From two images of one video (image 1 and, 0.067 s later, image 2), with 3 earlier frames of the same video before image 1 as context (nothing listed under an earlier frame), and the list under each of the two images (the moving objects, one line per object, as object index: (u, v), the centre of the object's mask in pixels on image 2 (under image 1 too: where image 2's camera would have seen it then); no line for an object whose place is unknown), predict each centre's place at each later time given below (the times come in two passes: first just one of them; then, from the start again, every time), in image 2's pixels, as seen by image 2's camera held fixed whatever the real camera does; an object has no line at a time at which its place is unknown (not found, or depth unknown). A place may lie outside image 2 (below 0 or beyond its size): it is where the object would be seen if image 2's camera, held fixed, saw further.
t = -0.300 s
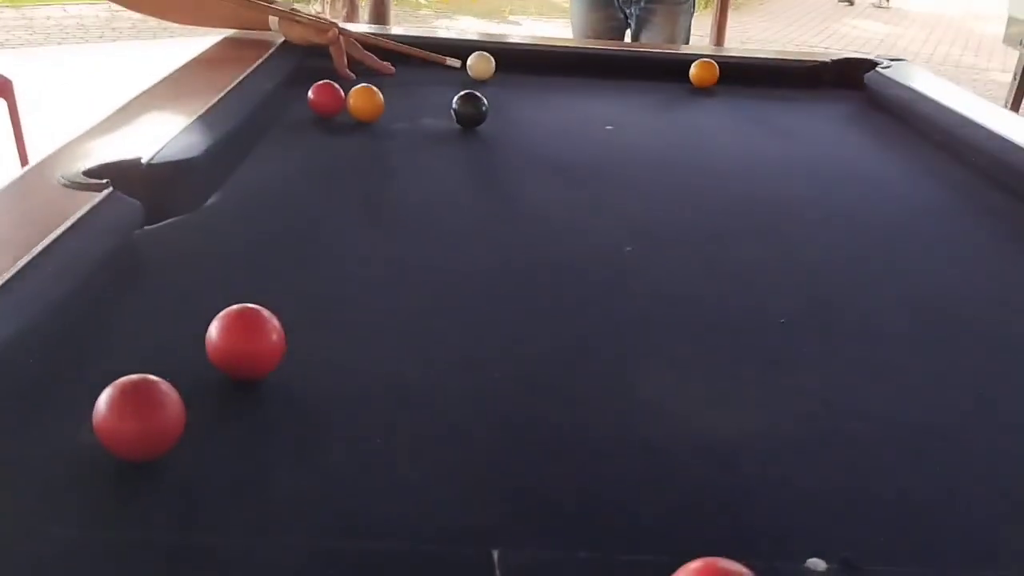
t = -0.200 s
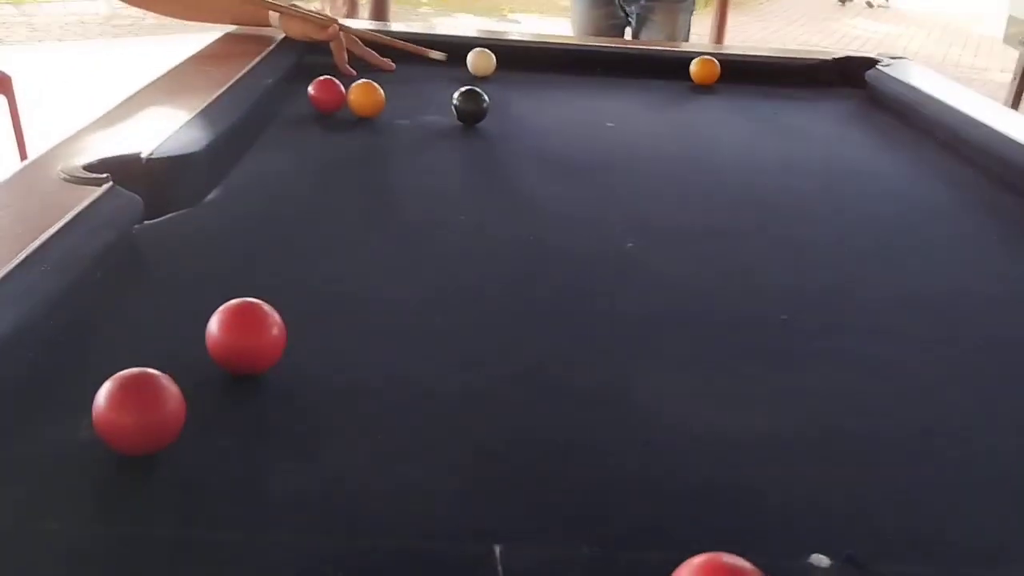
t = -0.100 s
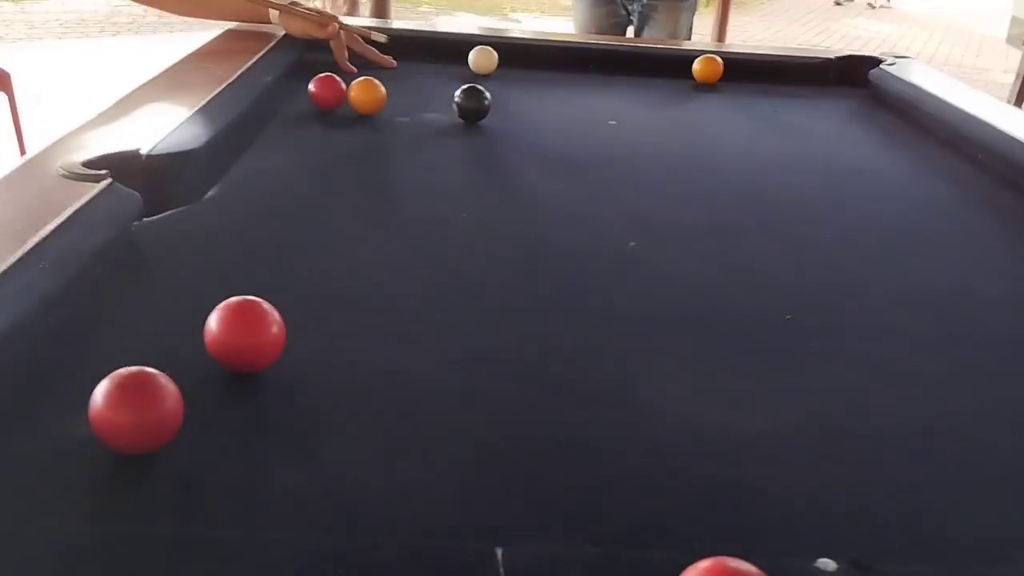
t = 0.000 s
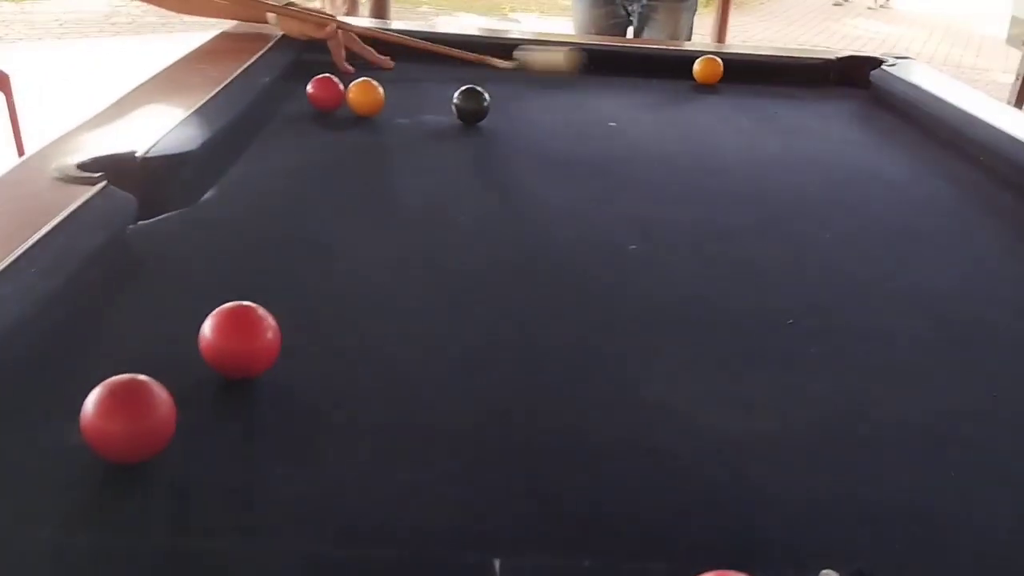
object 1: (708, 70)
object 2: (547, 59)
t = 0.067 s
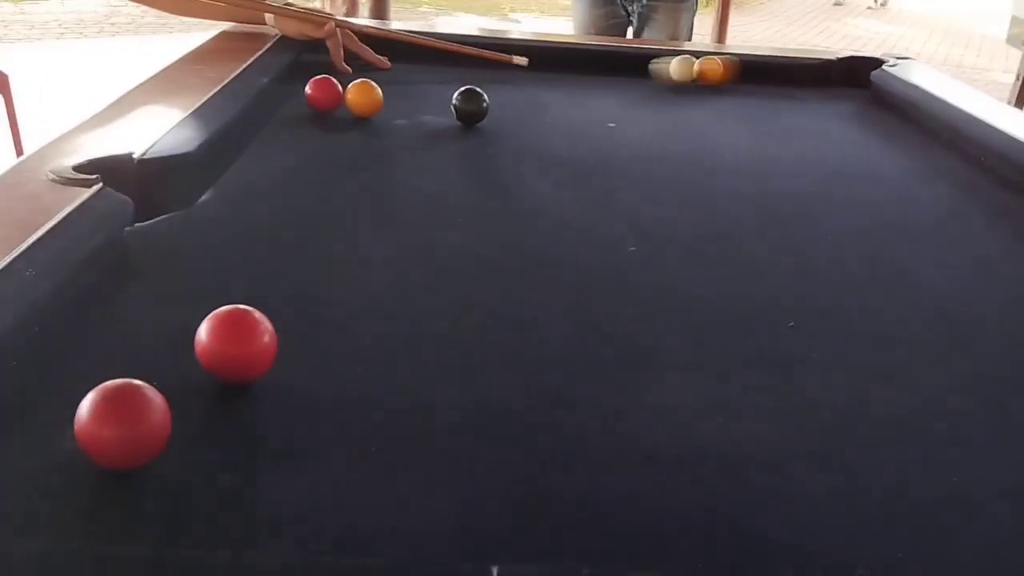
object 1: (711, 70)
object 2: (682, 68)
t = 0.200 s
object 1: (844, 72)
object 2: (706, 80)
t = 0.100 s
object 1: (755, 70)
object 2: (688, 70)
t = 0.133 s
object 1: (801, 71)
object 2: (694, 75)
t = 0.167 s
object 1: (843, 73)
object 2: (700, 77)
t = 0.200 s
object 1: (844, 72)
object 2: (706, 80)
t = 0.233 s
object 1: (824, 73)
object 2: (711, 82)
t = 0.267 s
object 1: (826, 75)
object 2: (718, 84)
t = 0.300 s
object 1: (830, 78)
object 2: (725, 86)
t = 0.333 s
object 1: (833, 82)
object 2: (731, 88)
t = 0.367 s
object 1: (837, 85)
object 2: (738, 90)
